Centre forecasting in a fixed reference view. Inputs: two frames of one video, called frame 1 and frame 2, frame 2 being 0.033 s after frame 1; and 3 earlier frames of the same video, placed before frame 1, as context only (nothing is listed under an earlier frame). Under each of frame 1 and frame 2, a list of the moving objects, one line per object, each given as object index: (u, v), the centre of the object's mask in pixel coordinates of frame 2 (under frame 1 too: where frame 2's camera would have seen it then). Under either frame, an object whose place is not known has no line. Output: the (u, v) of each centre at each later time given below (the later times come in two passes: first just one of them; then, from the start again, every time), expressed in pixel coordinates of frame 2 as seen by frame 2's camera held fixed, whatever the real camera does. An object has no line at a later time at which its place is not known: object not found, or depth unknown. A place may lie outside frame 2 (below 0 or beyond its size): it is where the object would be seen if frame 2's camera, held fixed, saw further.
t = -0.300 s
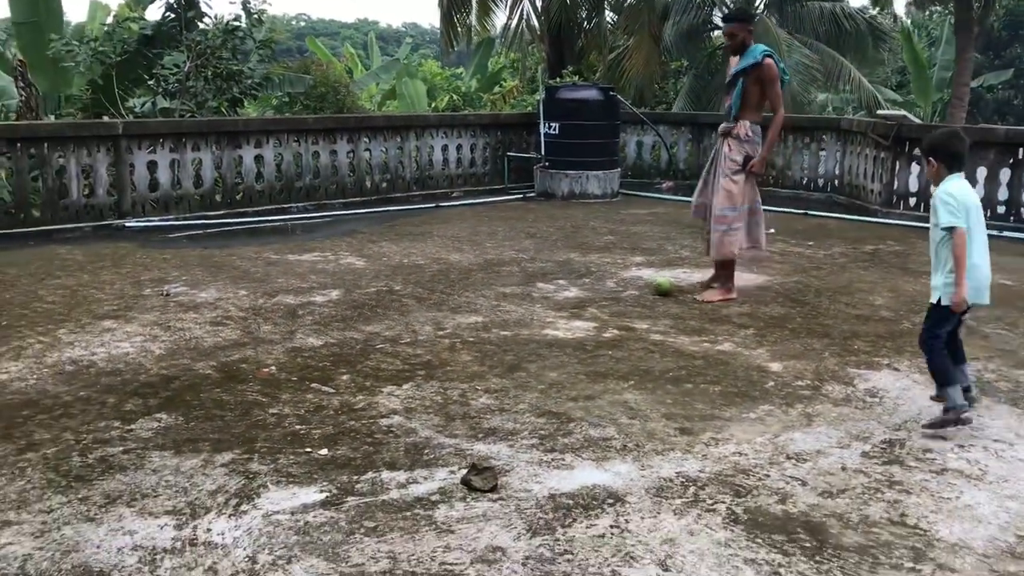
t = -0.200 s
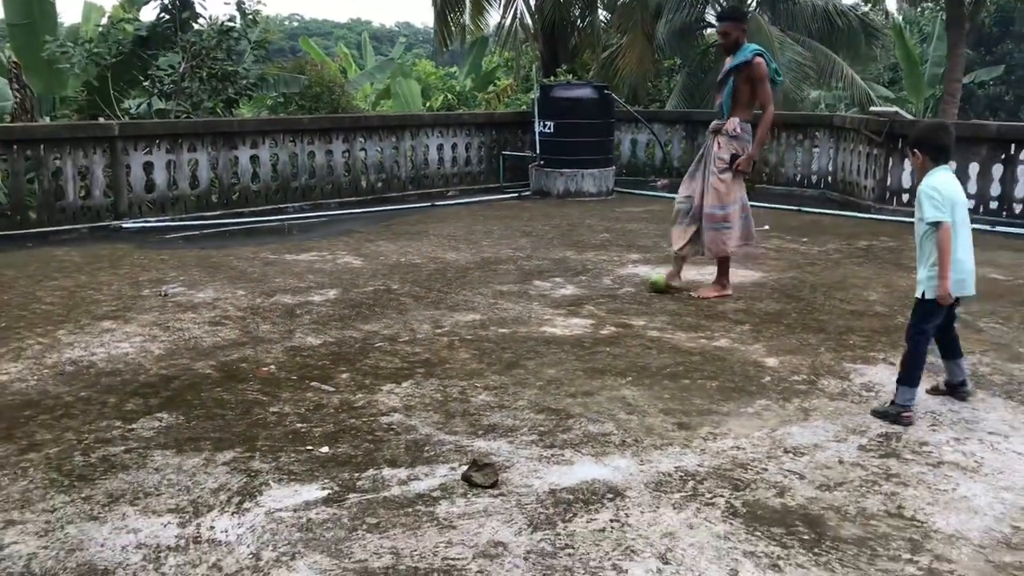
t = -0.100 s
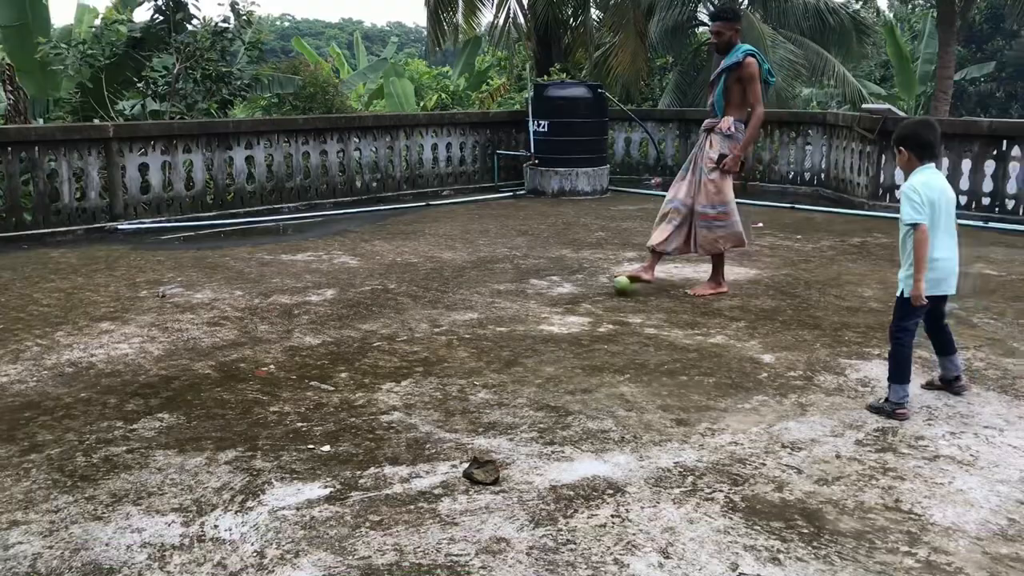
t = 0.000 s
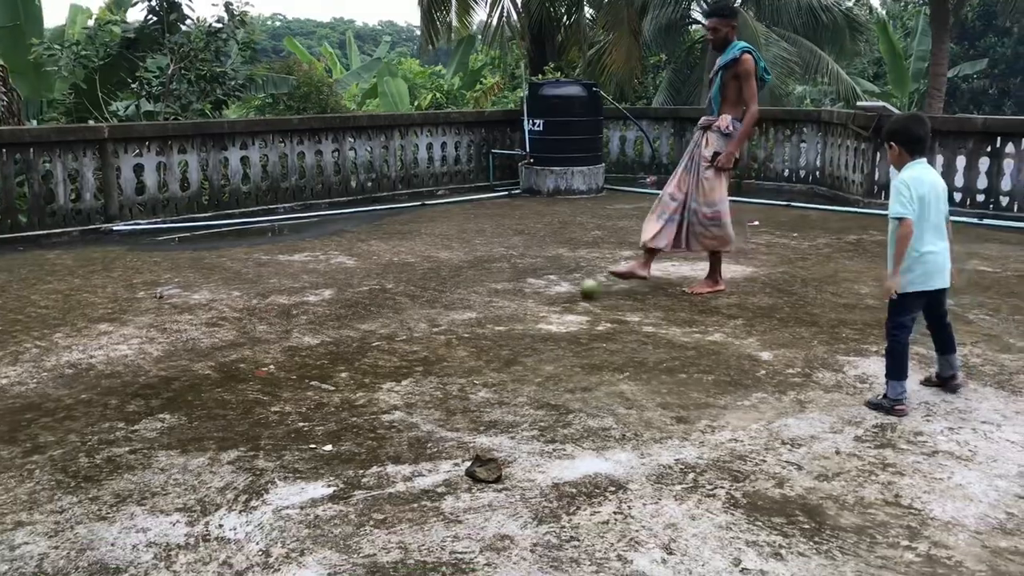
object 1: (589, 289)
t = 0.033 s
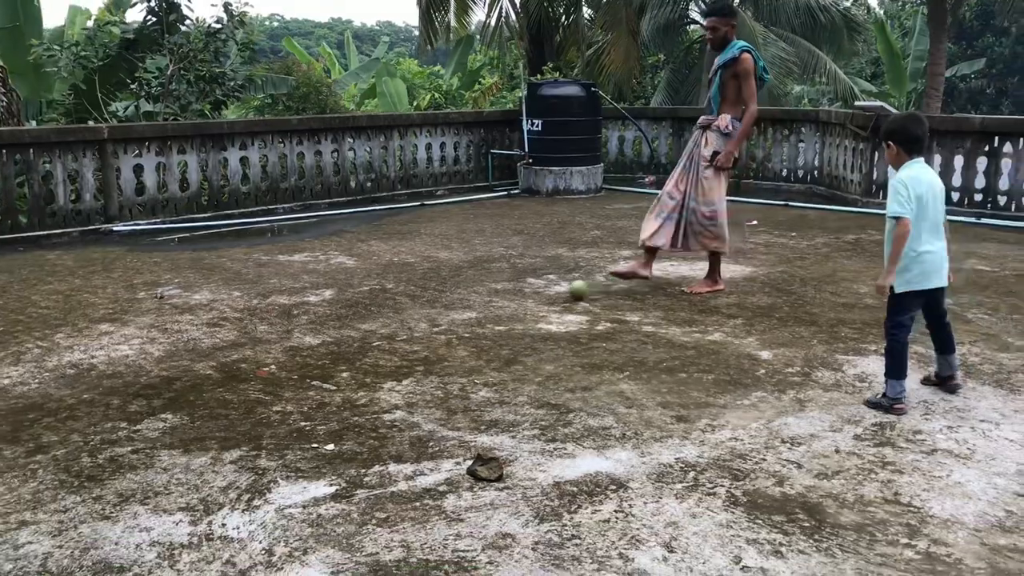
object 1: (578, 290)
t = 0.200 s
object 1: (527, 293)
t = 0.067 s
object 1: (567, 291)
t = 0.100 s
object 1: (558, 293)
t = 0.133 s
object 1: (548, 295)
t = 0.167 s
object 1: (538, 296)
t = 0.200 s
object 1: (527, 293)
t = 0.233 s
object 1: (516, 292)
